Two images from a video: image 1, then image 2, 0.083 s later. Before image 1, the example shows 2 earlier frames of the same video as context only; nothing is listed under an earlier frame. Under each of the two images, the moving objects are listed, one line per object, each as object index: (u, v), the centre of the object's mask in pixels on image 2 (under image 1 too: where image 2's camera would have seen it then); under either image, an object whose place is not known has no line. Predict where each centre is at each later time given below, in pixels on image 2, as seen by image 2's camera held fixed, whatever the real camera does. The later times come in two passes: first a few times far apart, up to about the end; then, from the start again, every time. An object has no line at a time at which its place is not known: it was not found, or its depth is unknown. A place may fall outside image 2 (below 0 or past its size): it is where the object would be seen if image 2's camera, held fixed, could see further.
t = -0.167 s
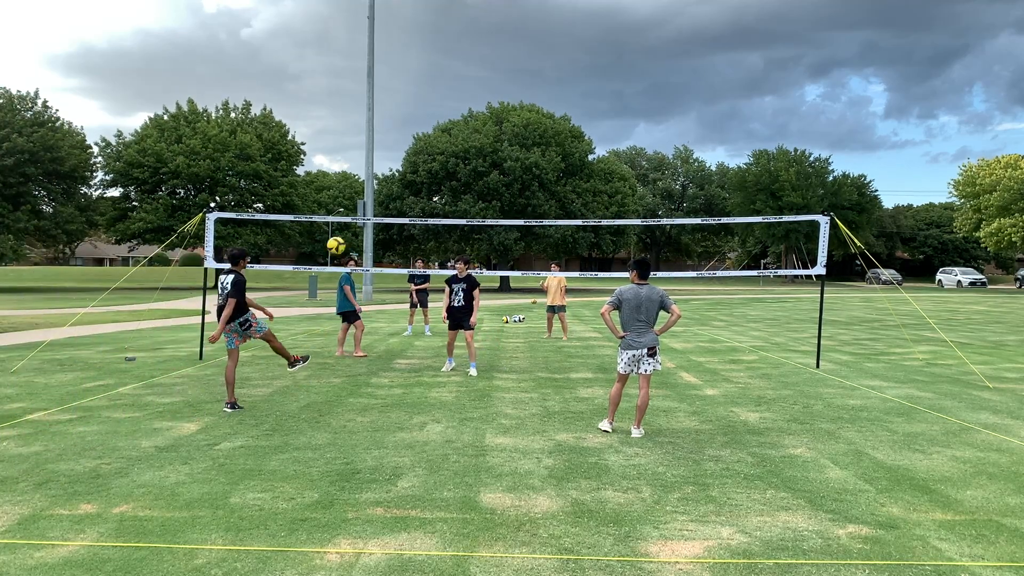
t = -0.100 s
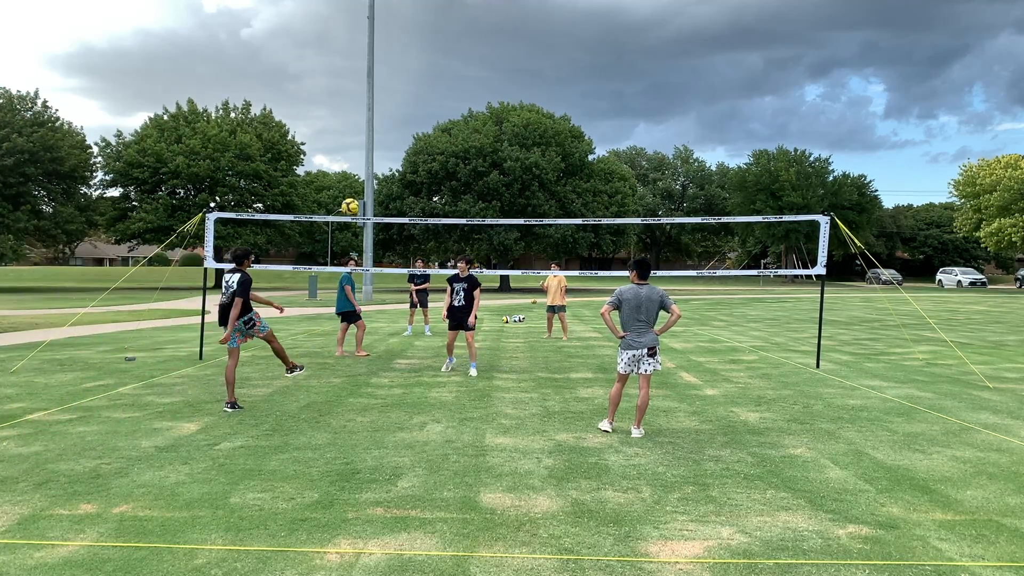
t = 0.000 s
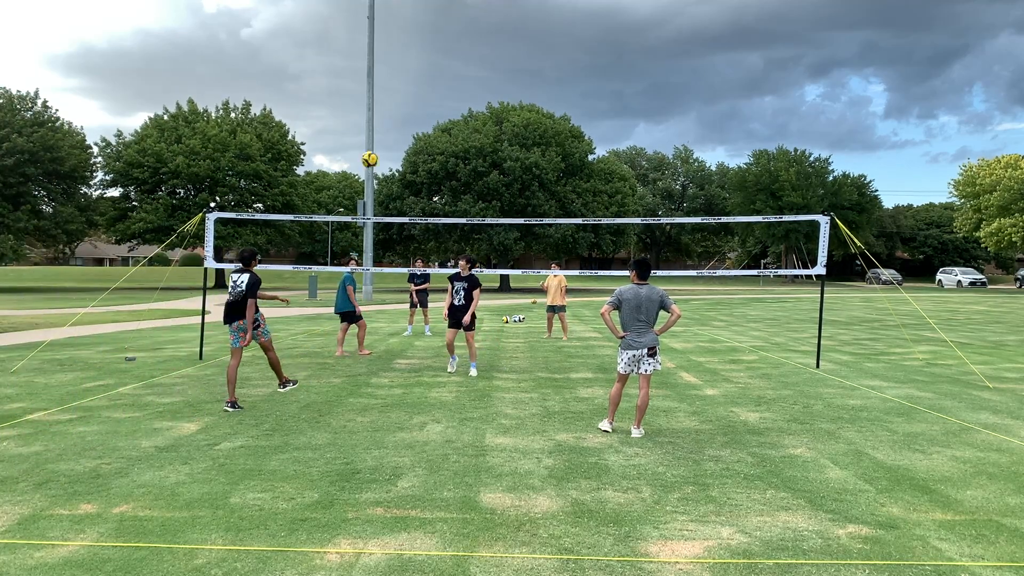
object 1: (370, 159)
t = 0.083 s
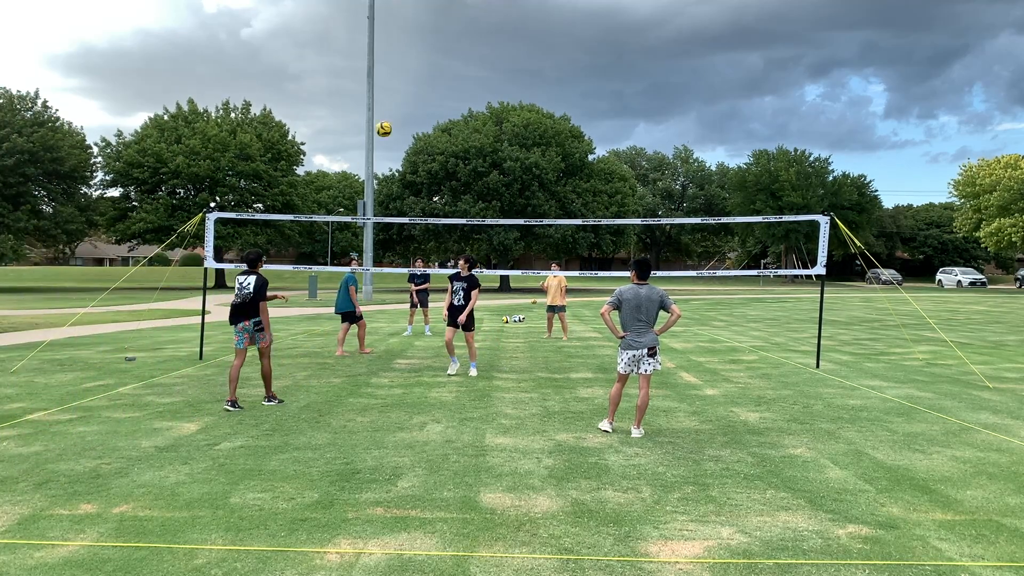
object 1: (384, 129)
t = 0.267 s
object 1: (409, 85)
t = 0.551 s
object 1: (441, 69)
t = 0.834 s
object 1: (464, 98)
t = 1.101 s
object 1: (481, 155)
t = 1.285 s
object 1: (489, 208)
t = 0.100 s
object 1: (386, 123)
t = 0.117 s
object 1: (389, 119)
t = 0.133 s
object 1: (391, 114)
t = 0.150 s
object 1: (394, 109)
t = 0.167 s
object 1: (396, 105)
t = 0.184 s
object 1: (398, 101)
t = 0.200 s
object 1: (401, 97)
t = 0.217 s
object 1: (403, 94)
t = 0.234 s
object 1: (405, 91)
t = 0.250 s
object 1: (407, 88)
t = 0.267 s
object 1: (409, 85)
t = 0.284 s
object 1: (412, 83)
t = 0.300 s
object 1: (414, 80)
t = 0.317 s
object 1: (416, 78)
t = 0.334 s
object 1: (418, 77)
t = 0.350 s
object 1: (420, 75)
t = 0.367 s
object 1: (422, 73)
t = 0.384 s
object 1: (423, 72)
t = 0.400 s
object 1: (425, 71)
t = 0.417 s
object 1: (427, 70)
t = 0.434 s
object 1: (429, 69)
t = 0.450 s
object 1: (431, 69)
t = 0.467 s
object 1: (432, 68)
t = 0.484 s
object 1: (434, 68)
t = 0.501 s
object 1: (436, 68)
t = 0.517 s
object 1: (438, 68)
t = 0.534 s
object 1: (439, 68)
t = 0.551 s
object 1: (441, 69)
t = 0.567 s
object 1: (443, 69)
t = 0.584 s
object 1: (444, 70)
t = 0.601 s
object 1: (446, 71)
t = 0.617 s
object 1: (447, 72)
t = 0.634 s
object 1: (449, 73)
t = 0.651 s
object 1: (450, 74)
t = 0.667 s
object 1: (451, 76)
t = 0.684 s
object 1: (453, 78)
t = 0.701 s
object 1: (454, 79)
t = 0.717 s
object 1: (456, 81)
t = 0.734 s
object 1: (457, 83)
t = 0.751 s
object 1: (458, 85)
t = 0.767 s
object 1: (459, 87)
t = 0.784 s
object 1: (461, 90)
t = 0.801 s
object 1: (462, 92)
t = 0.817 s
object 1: (463, 95)
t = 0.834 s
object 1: (464, 98)
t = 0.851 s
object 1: (465, 100)
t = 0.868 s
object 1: (467, 104)
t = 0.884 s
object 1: (468, 106)
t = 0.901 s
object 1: (469, 109)
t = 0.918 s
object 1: (470, 113)
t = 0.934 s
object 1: (471, 115)
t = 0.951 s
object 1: (472, 120)
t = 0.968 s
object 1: (473, 123)
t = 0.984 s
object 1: (474, 127)
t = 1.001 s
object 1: (475, 131)
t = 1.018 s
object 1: (476, 134)
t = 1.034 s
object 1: (477, 138)
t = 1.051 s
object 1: (478, 143)
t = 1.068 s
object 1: (479, 147)
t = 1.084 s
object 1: (480, 151)
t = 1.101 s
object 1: (481, 155)
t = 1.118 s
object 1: (481, 159)
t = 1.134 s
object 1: (482, 164)
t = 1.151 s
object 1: (483, 168)
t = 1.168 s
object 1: (484, 173)
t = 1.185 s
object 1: (485, 178)
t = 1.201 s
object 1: (485, 183)
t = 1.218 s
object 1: (486, 187)
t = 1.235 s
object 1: (487, 192)
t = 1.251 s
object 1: (488, 197)
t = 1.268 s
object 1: (489, 202)
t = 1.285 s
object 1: (489, 208)
